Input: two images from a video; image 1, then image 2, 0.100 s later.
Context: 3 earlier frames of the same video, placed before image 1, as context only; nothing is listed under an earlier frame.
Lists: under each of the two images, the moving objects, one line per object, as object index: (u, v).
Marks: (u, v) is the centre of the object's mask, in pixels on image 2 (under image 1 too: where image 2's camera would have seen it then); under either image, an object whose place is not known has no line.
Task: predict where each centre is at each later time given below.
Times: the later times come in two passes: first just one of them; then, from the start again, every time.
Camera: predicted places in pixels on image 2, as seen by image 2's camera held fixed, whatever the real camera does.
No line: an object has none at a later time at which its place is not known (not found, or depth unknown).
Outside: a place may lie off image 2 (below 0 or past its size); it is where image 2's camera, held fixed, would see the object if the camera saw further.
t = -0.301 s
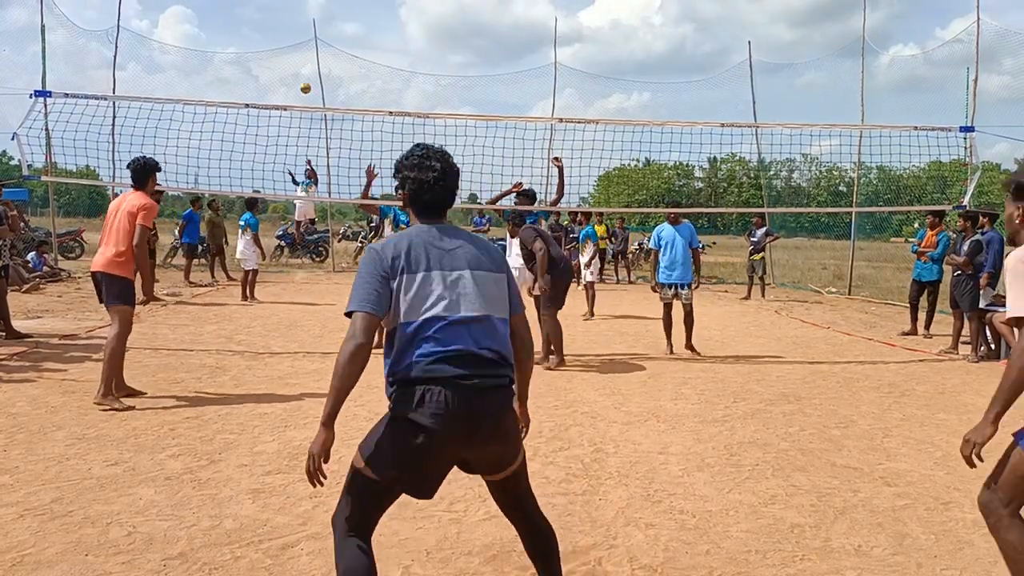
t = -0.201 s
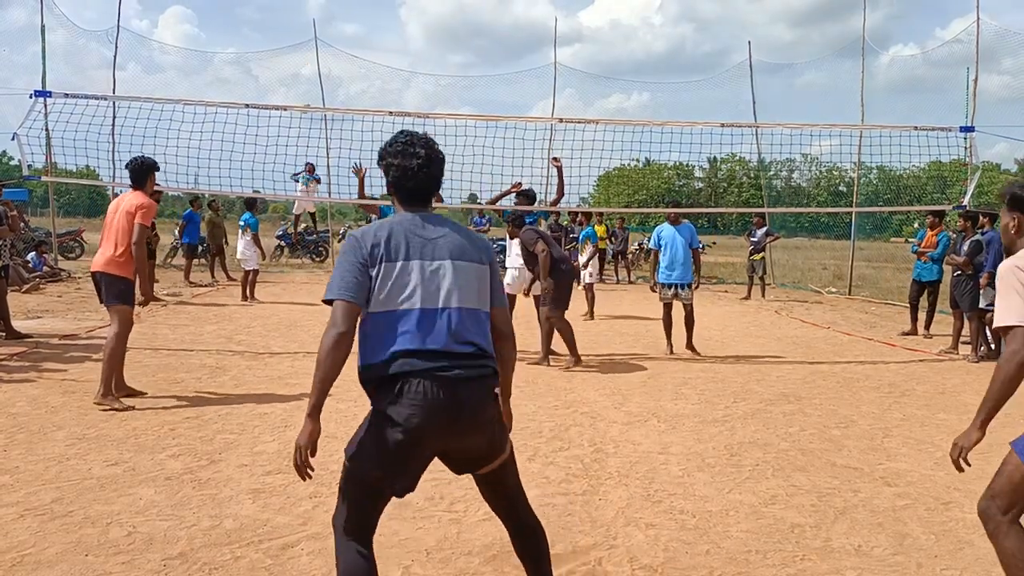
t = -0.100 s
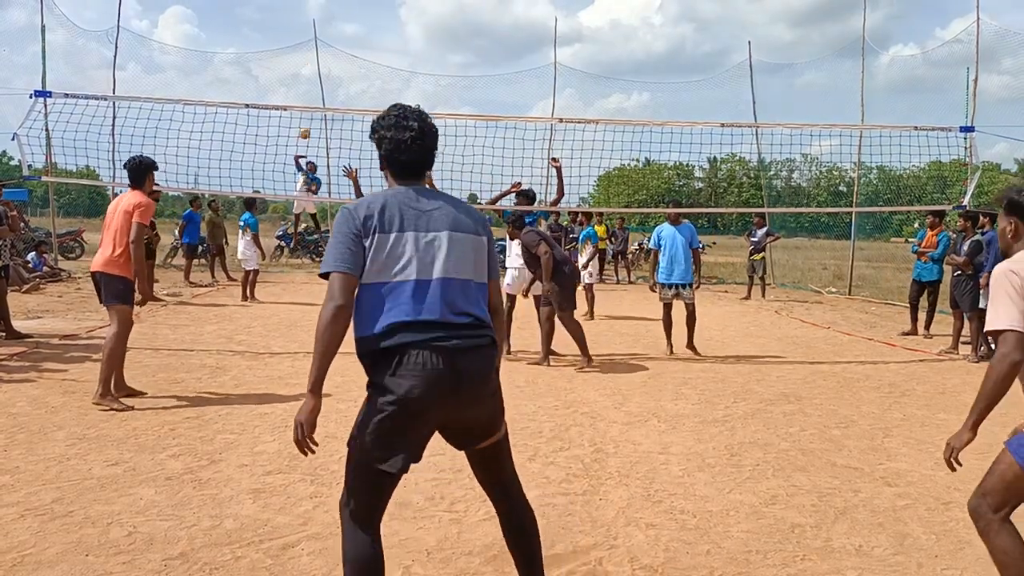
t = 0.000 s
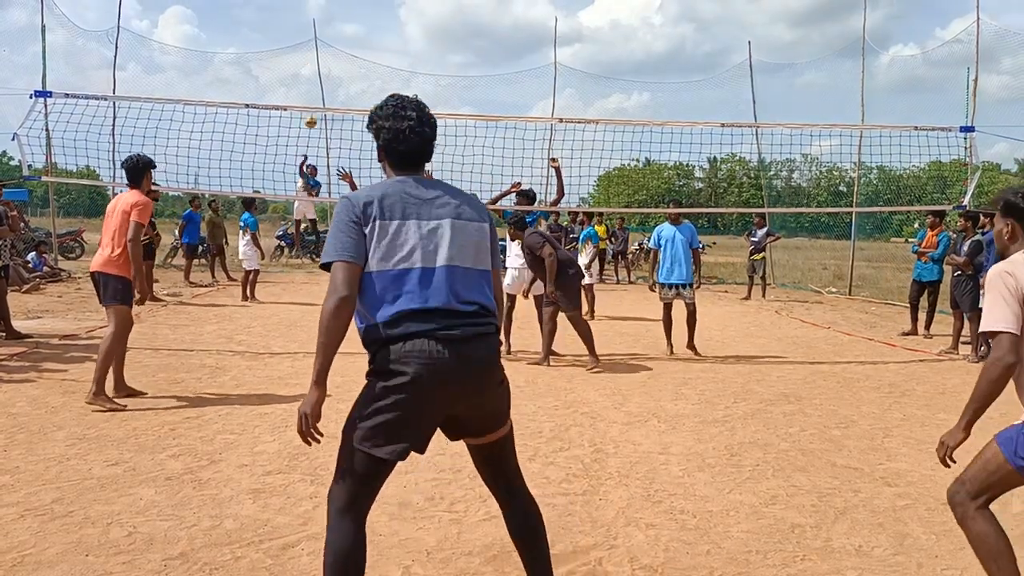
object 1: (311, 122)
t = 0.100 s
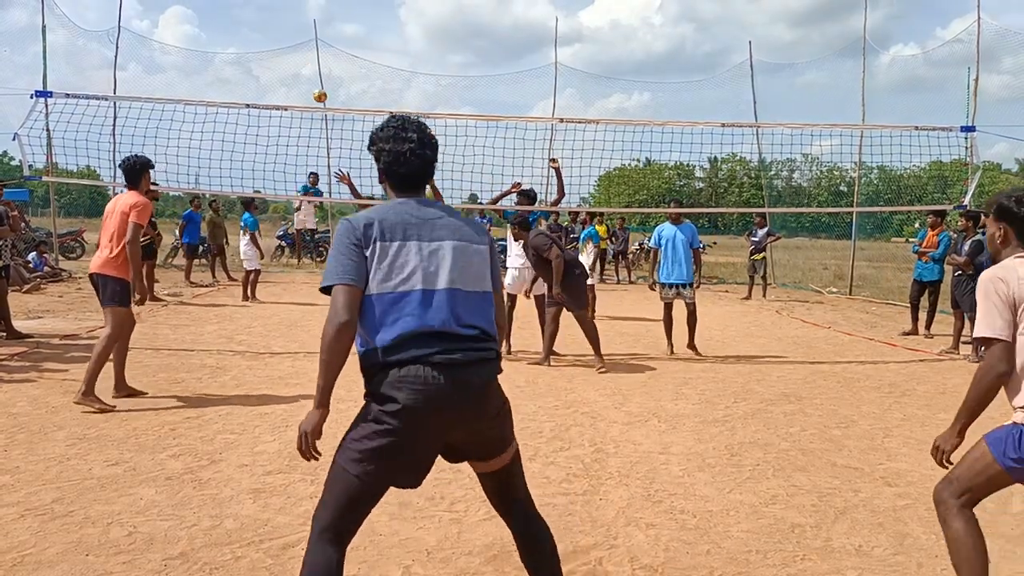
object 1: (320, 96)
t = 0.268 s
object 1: (336, 65)
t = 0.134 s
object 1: (323, 89)
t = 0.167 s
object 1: (326, 82)
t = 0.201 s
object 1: (329, 76)
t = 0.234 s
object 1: (333, 70)
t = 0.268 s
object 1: (336, 65)
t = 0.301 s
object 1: (340, 61)
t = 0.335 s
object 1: (344, 59)
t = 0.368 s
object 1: (349, 57)
